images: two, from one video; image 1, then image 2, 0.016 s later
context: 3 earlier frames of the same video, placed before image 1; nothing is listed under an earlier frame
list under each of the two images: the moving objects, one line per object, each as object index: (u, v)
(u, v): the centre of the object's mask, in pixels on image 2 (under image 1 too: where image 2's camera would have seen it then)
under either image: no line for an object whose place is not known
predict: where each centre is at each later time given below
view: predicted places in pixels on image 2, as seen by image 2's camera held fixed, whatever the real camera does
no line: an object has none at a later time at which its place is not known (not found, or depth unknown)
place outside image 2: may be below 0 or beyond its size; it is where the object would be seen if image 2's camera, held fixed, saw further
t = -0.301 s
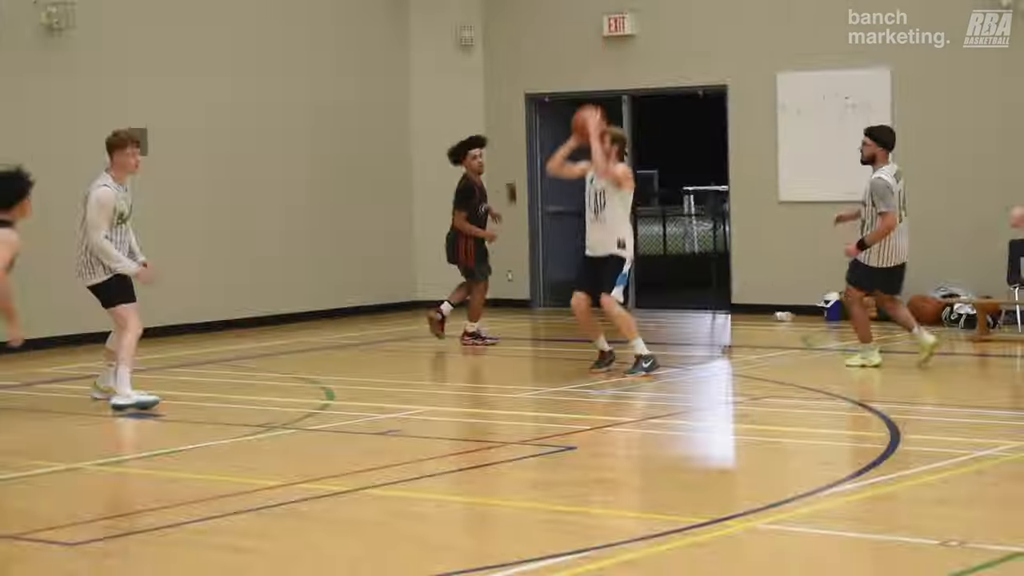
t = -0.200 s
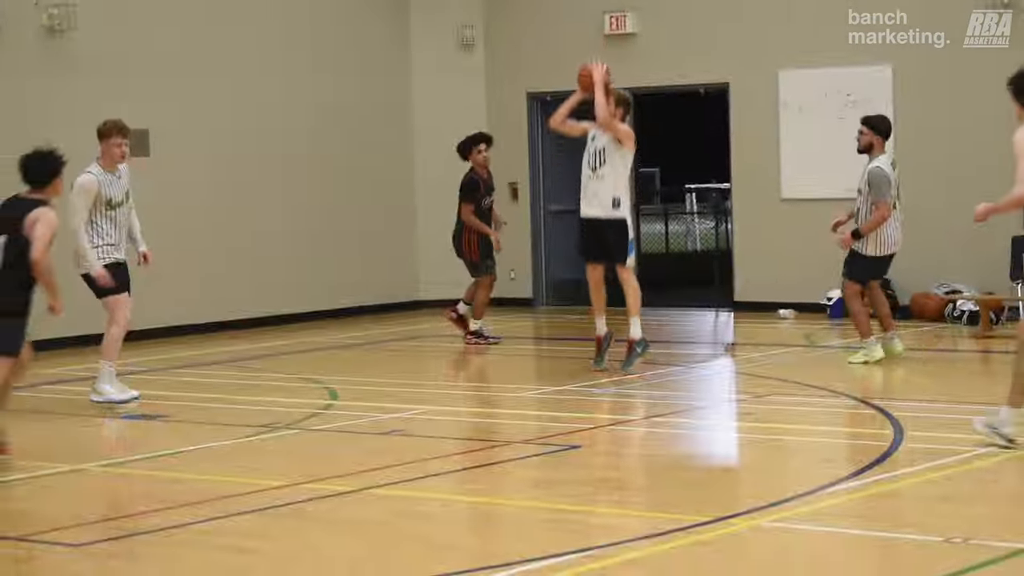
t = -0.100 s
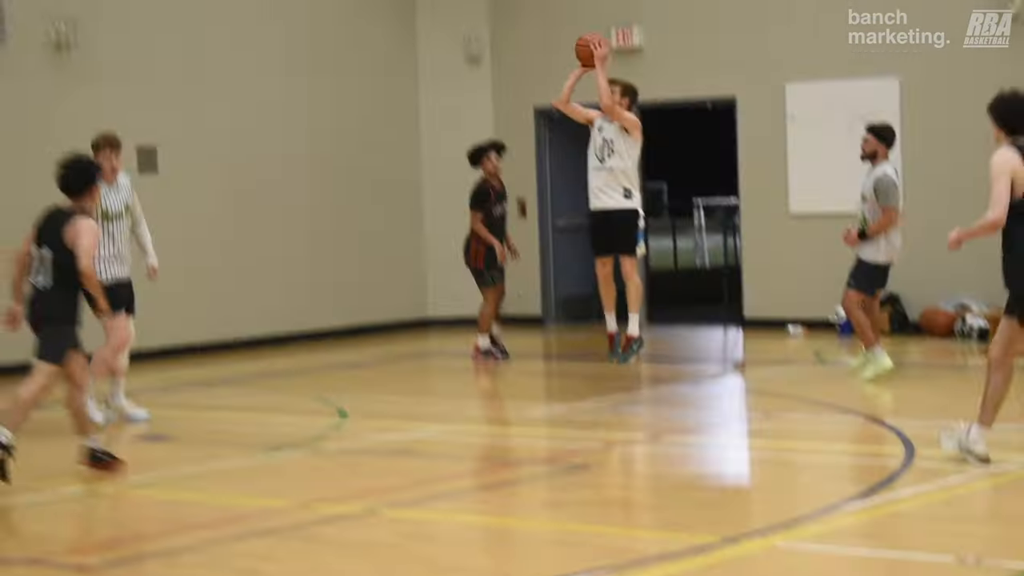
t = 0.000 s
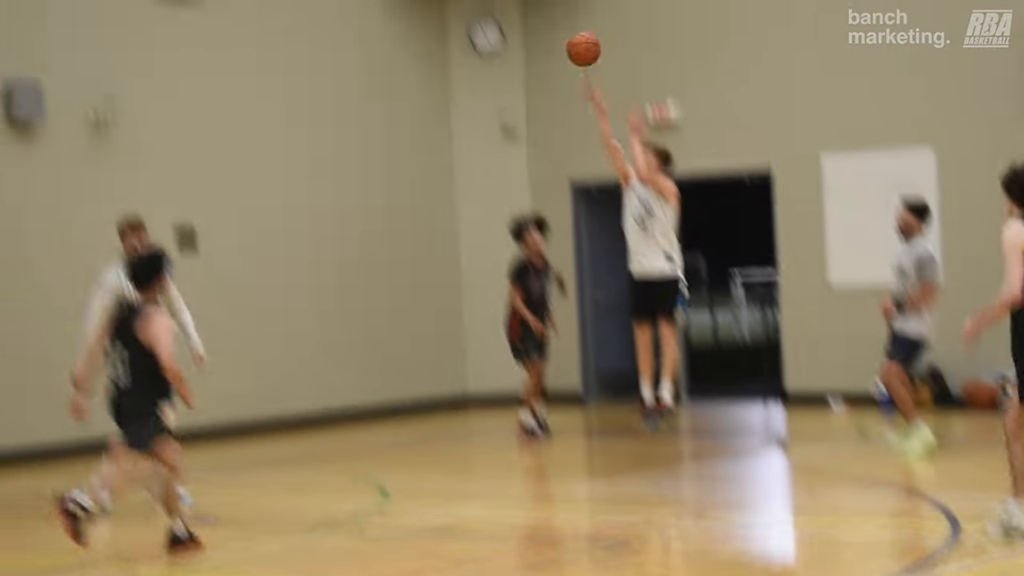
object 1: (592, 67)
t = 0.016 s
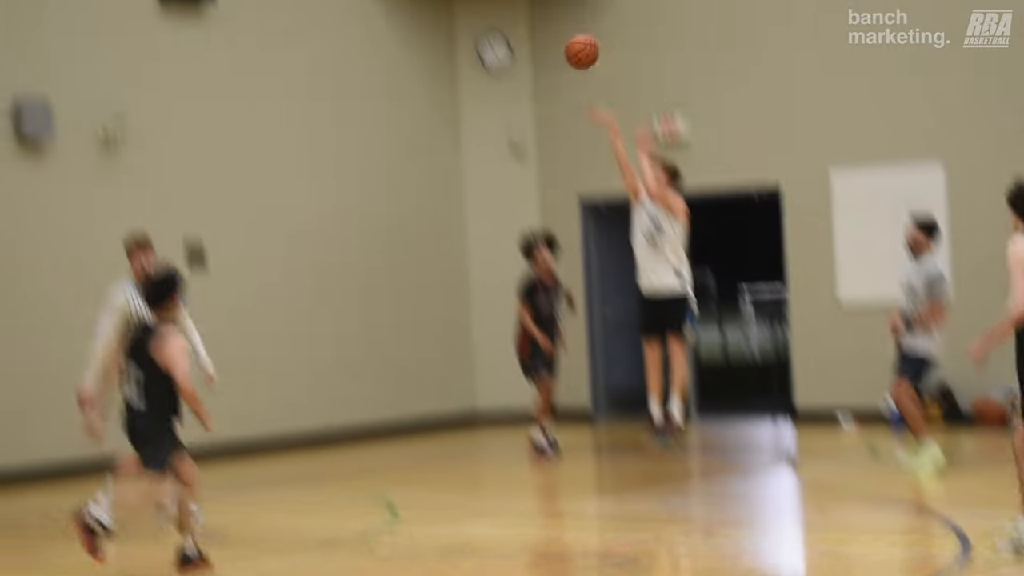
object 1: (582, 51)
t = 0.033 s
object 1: (571, 36)
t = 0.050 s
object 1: (562, 22)
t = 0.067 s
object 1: (552, 11)
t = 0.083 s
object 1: (542, 0)
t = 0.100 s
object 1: (532, -10)
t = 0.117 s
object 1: (523, -21)
